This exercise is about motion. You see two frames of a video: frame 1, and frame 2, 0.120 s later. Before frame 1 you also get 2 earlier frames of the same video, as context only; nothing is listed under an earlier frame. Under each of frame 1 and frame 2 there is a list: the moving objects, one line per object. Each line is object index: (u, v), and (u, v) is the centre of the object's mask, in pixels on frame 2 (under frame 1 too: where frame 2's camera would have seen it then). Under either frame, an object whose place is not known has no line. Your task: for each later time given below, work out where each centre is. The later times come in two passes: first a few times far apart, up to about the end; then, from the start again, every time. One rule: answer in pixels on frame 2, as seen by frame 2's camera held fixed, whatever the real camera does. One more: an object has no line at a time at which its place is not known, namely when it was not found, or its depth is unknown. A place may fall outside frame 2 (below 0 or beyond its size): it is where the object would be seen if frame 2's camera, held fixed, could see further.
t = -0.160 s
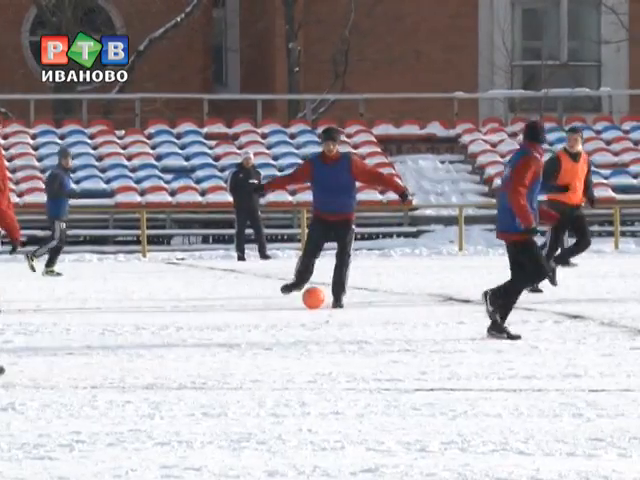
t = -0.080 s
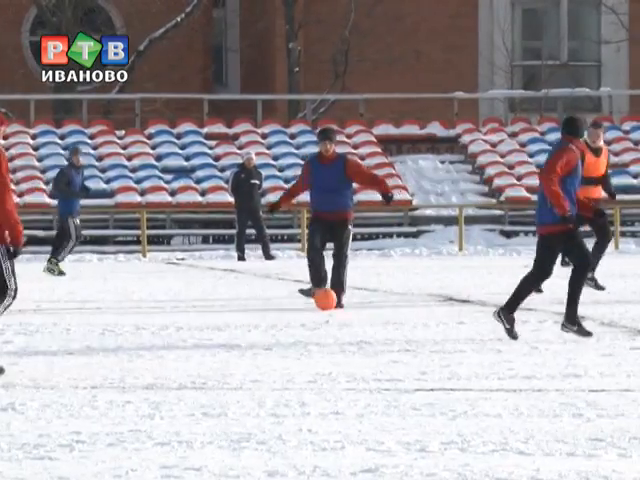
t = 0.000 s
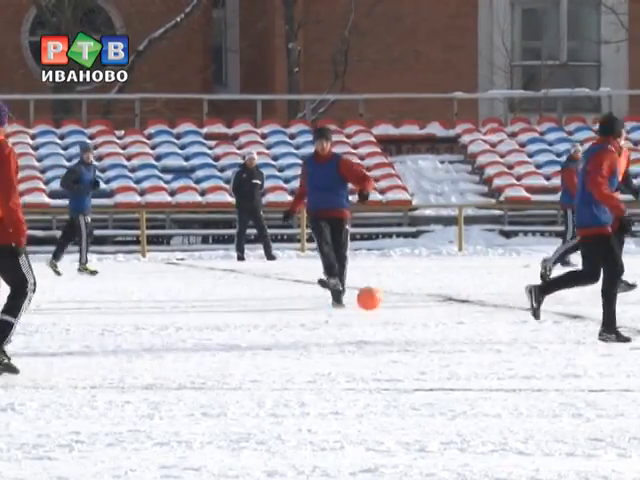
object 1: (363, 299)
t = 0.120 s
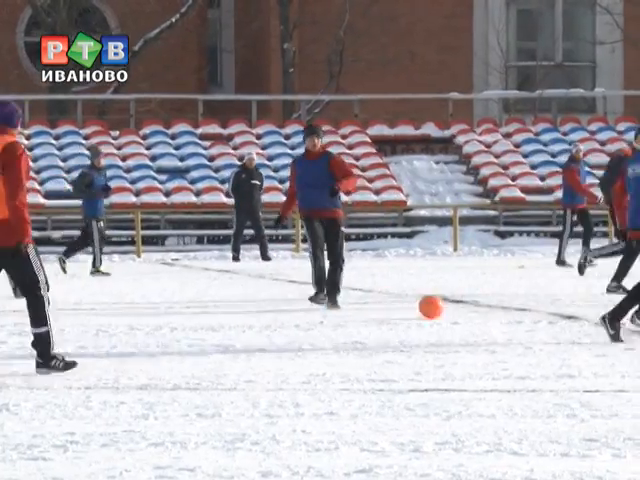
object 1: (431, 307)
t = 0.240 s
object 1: (499, 312)
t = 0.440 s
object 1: (619, 316)
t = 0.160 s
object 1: (453, 310)
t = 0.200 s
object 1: (476, 311)
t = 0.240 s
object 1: (499, 312)
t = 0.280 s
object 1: (522, 316)
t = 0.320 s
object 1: (545, 313)
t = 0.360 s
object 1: (569, 312)
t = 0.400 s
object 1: (594, 313)
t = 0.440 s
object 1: (619, 316)
